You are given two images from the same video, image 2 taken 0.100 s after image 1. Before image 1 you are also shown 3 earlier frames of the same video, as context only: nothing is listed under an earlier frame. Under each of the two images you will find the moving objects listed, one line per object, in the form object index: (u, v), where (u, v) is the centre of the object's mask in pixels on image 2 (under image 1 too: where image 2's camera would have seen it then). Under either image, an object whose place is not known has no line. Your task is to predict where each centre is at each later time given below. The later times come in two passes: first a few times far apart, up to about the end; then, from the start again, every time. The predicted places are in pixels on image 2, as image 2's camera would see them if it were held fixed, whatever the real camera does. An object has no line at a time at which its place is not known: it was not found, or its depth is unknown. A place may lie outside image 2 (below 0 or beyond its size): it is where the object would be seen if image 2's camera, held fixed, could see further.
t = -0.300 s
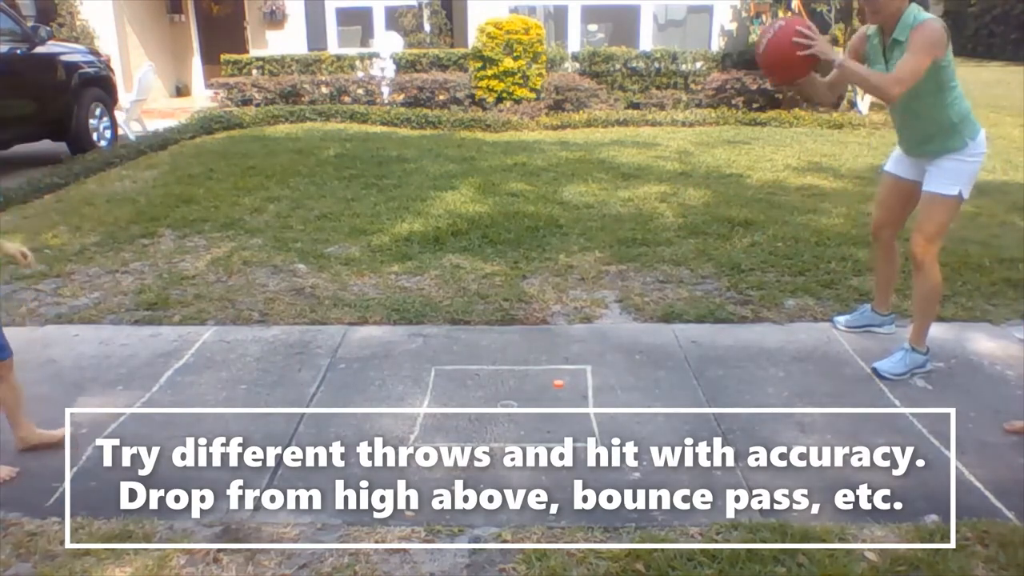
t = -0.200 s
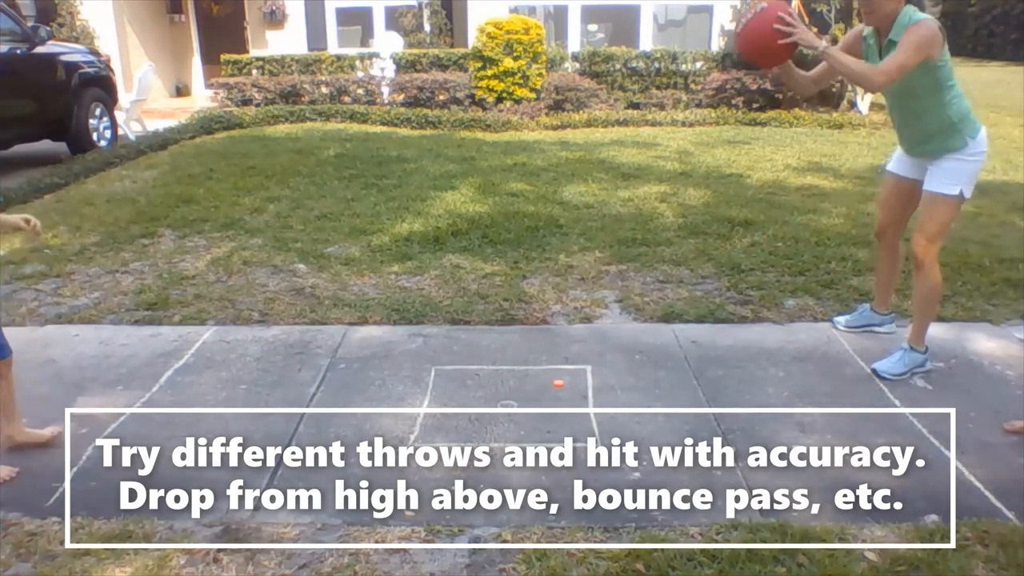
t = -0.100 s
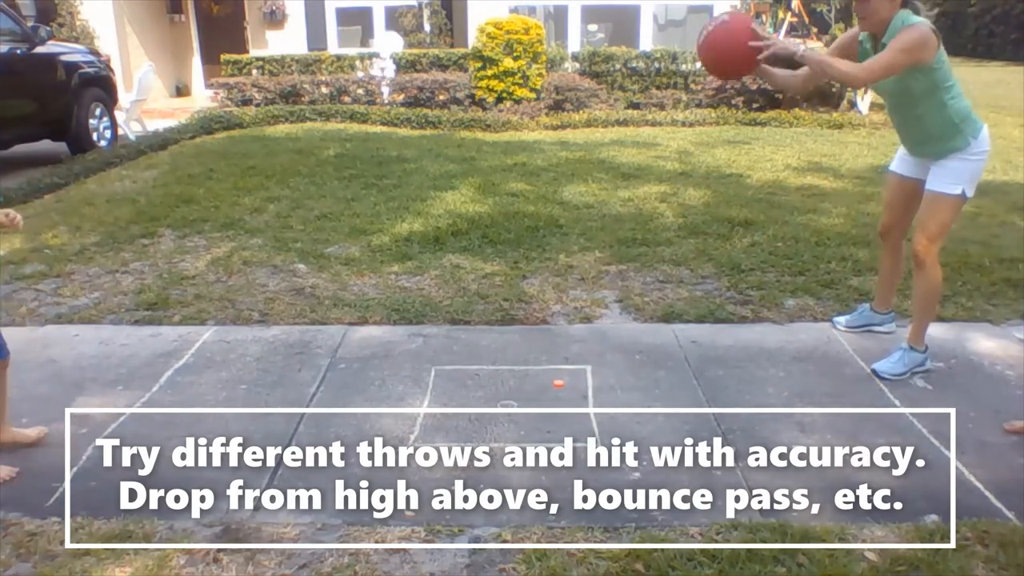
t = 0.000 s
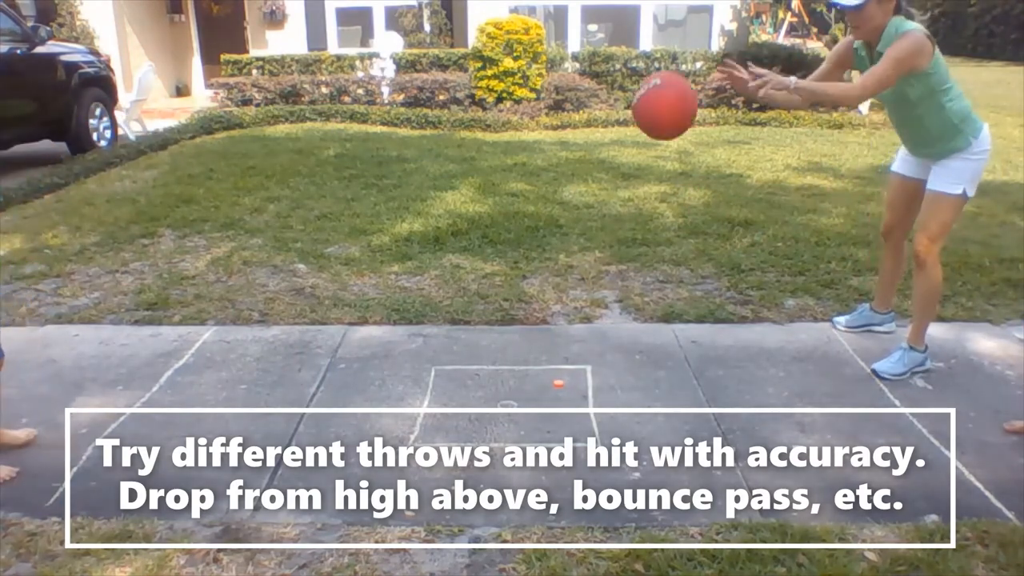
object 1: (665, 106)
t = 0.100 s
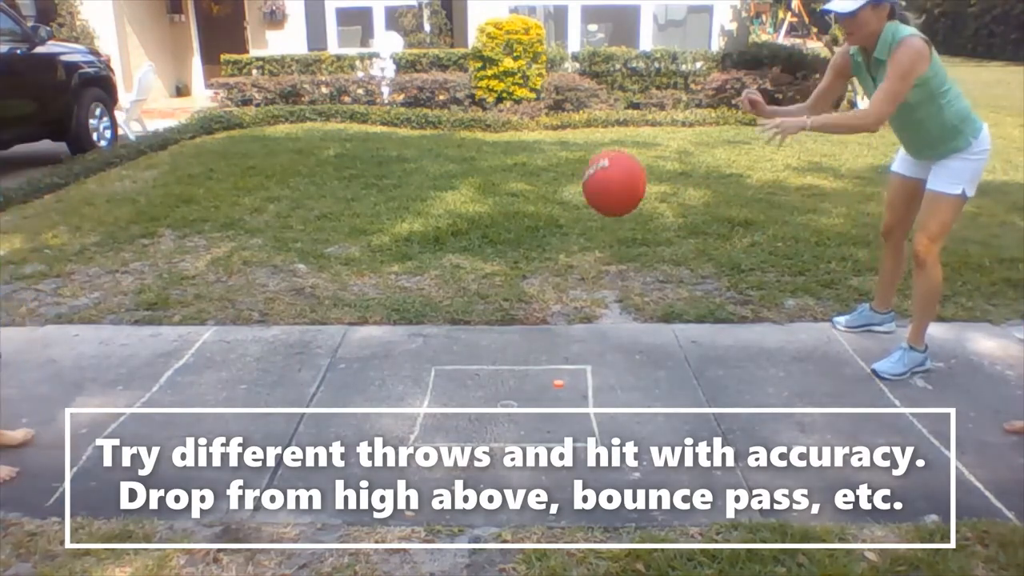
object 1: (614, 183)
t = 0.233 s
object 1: (549, 321)
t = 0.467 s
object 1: (464, 245)
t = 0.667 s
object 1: (390, 199)
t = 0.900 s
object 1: (312, 268)
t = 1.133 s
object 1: (239, 325)
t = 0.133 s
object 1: (597, 214)
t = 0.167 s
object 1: (581, 247)
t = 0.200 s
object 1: (565, 283)
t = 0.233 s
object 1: (549, 321)
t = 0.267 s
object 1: (534, 361)
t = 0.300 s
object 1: (524, 349)
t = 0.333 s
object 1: (512, 324)
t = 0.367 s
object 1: (501, 301)
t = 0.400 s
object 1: (489, 280)
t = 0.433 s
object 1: (477, 261)
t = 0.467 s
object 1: (464, 245)
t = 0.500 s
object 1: (452, 231)
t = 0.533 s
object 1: (439, 219)
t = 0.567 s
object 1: (427, 210)
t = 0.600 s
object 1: (414, 204)
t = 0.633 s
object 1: (402, 200)
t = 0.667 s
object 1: (390, 199)
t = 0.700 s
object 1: (378, 201)
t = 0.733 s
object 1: (366, 205)
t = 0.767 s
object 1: (355, 212)
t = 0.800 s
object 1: (344, 222)
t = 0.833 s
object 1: (334, 235)
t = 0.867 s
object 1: (323, 250)
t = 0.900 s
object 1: (312, 268)
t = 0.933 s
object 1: (303, 289)
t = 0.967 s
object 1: (293, 311)
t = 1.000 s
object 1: (284, 337)
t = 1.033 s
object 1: (276, 366)
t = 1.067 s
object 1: (265, 364)
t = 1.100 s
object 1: (252, 343)
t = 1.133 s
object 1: (239, 325)
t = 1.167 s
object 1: (227, 310)
